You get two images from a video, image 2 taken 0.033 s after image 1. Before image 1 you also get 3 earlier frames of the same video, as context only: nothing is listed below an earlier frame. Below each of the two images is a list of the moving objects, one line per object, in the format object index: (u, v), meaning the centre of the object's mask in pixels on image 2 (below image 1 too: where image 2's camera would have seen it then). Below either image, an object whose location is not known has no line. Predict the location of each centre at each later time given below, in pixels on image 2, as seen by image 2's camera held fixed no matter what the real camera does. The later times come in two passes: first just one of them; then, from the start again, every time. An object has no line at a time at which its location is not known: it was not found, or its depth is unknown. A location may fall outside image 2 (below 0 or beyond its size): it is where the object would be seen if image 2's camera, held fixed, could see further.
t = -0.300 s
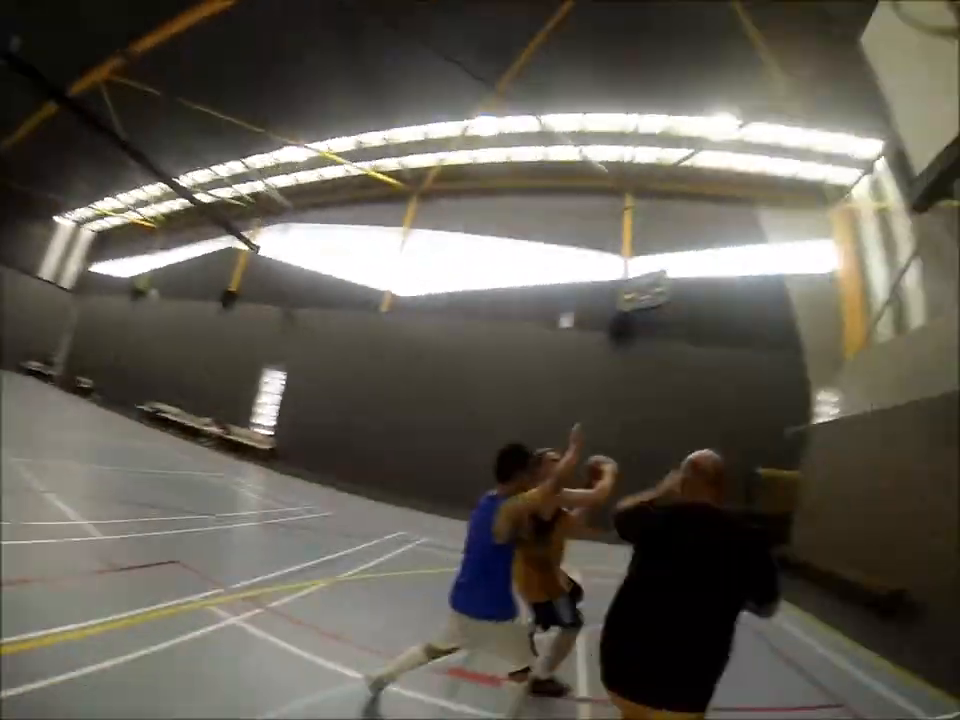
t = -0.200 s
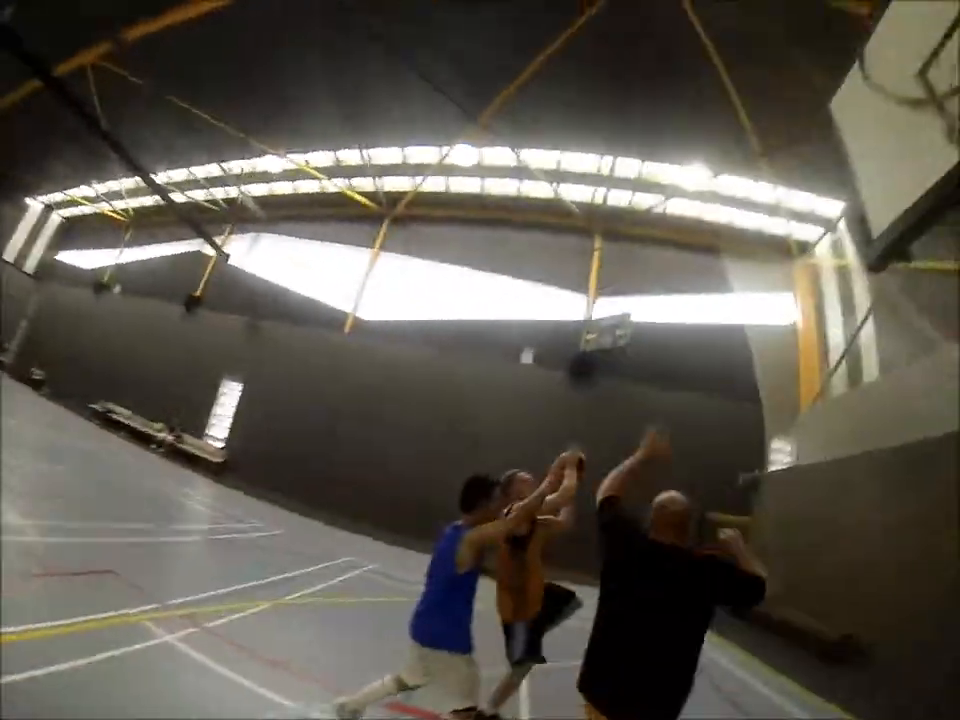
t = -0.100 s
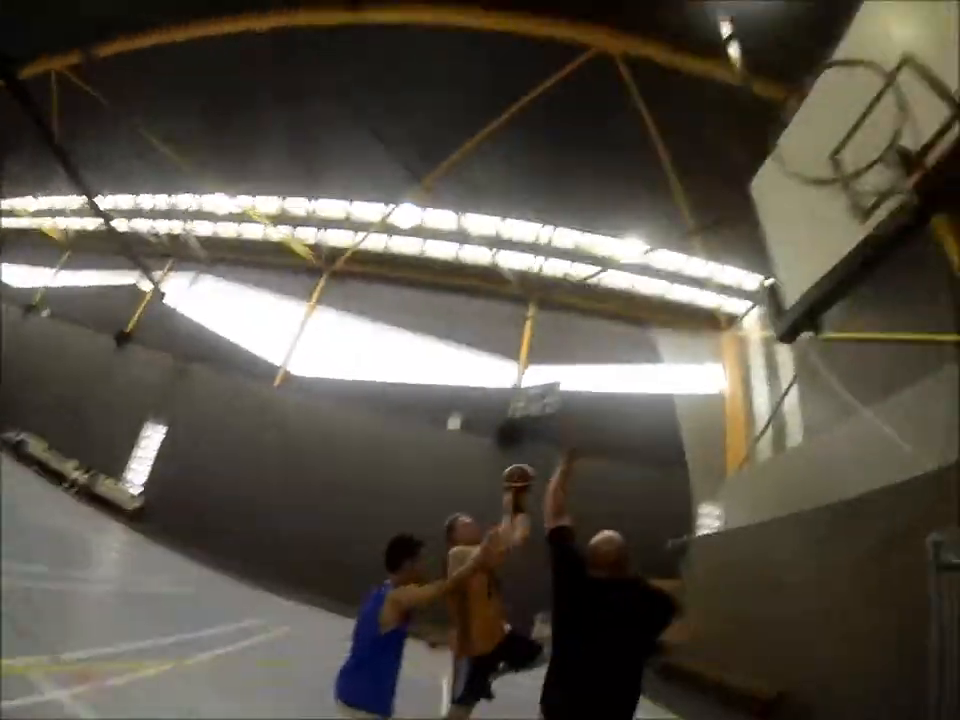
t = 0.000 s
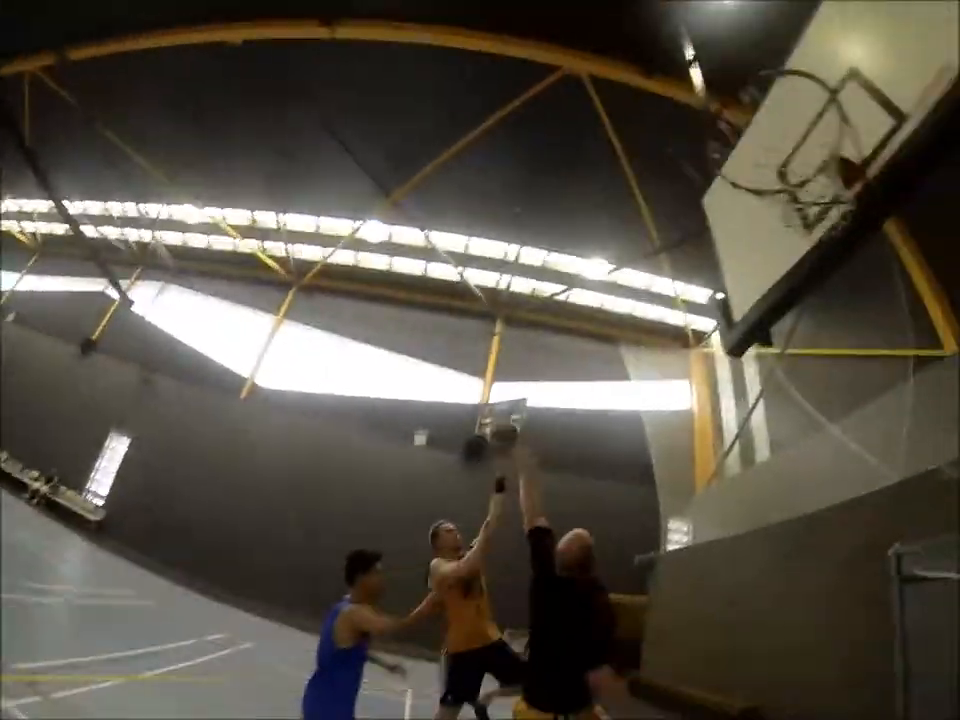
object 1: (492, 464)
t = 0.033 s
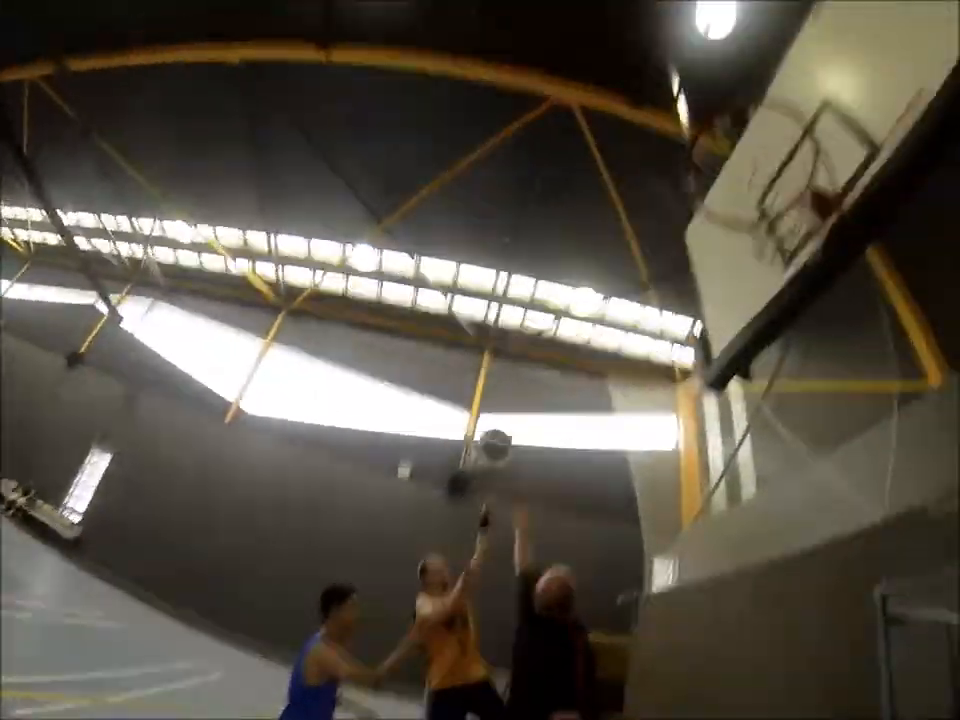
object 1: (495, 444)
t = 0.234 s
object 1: (535, 346)
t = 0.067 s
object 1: (498, 430)
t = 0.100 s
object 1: (505, 407)
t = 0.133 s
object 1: (509, 396)
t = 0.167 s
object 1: (519, 375)
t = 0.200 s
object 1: (529, 354)
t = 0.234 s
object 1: (535, 346)
